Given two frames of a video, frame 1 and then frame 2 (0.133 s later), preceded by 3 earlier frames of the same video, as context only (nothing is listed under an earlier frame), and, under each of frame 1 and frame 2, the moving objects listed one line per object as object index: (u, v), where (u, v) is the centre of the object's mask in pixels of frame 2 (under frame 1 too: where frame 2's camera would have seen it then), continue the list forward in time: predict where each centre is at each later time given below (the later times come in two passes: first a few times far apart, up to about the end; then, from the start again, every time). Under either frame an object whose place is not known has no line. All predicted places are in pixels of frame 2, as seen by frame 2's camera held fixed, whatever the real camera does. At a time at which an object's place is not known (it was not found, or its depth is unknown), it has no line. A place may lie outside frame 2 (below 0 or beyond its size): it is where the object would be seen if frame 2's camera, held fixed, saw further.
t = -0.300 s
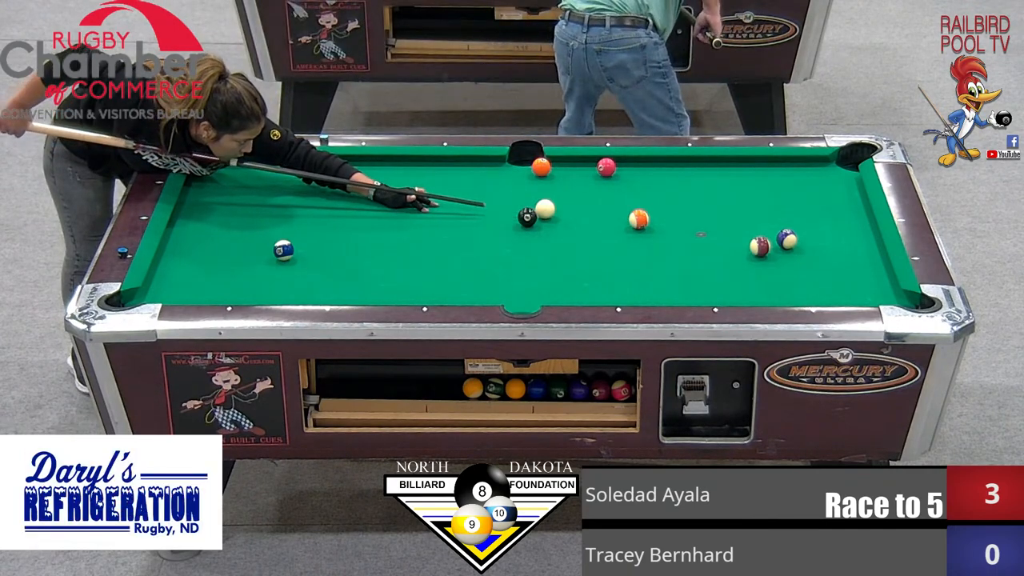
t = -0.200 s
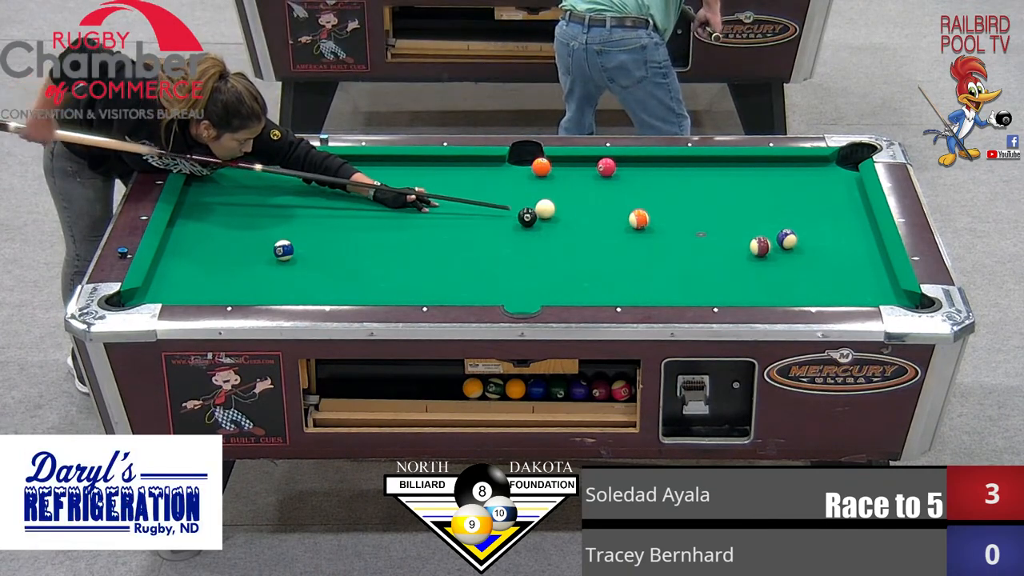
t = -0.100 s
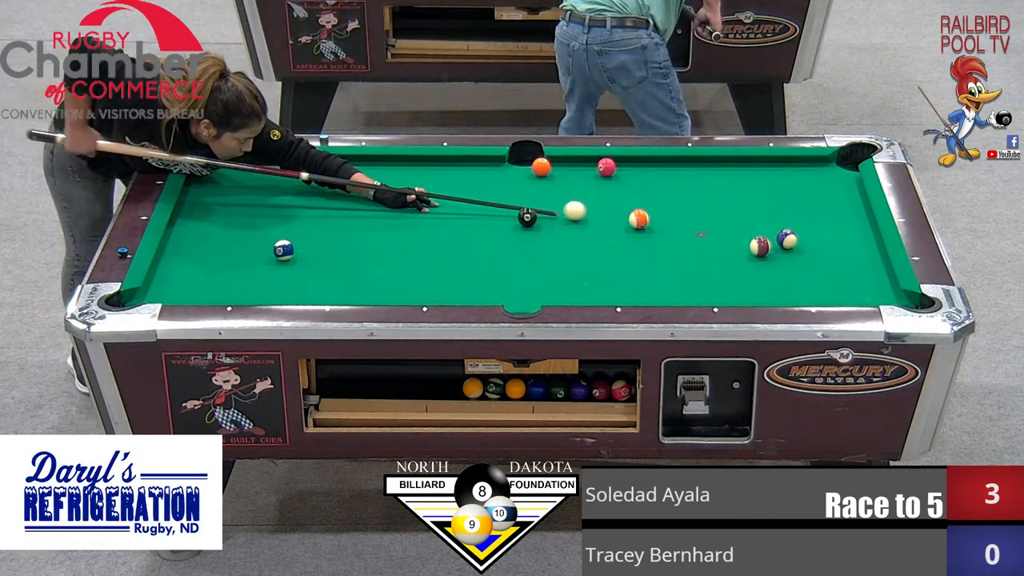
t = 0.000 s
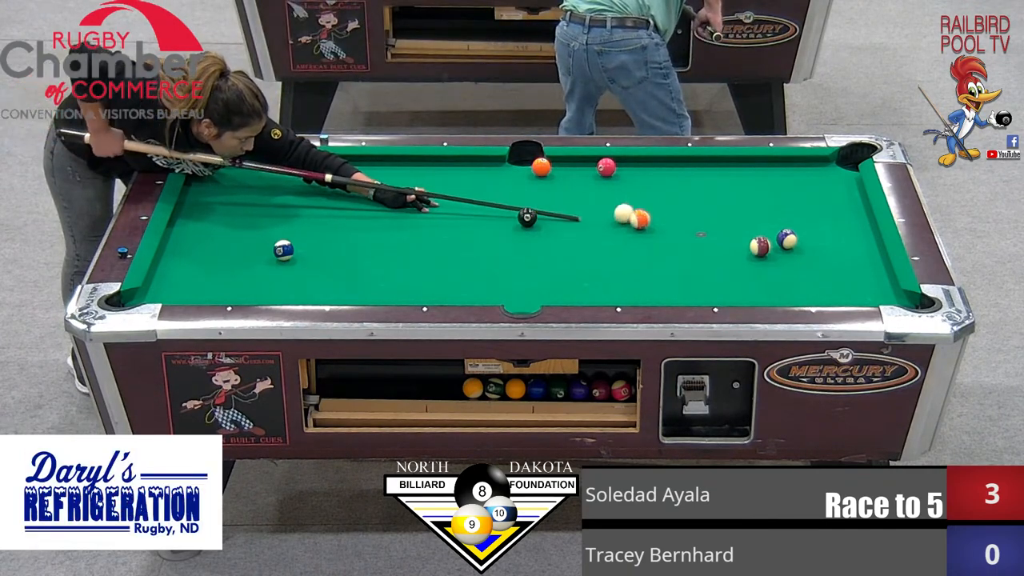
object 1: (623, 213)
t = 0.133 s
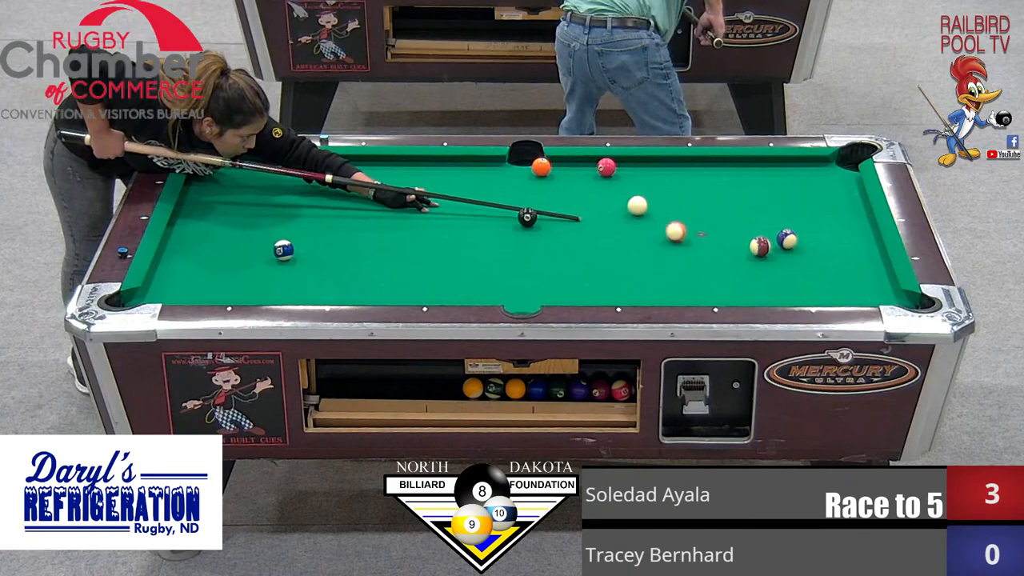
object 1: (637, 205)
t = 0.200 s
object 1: (641, 202)
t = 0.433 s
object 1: (652, 193)
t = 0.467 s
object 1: (653, 192)
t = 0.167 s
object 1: (639, 204)
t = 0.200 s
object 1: (641, 202)
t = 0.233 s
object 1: (643, 200)
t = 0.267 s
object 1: (645, 199)
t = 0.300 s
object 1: (647, 197)
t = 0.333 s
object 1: (649, 195)
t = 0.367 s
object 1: (650, 195)
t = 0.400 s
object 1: (651, 194)
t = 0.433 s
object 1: (652, 193)
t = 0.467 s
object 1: (653, 192)
